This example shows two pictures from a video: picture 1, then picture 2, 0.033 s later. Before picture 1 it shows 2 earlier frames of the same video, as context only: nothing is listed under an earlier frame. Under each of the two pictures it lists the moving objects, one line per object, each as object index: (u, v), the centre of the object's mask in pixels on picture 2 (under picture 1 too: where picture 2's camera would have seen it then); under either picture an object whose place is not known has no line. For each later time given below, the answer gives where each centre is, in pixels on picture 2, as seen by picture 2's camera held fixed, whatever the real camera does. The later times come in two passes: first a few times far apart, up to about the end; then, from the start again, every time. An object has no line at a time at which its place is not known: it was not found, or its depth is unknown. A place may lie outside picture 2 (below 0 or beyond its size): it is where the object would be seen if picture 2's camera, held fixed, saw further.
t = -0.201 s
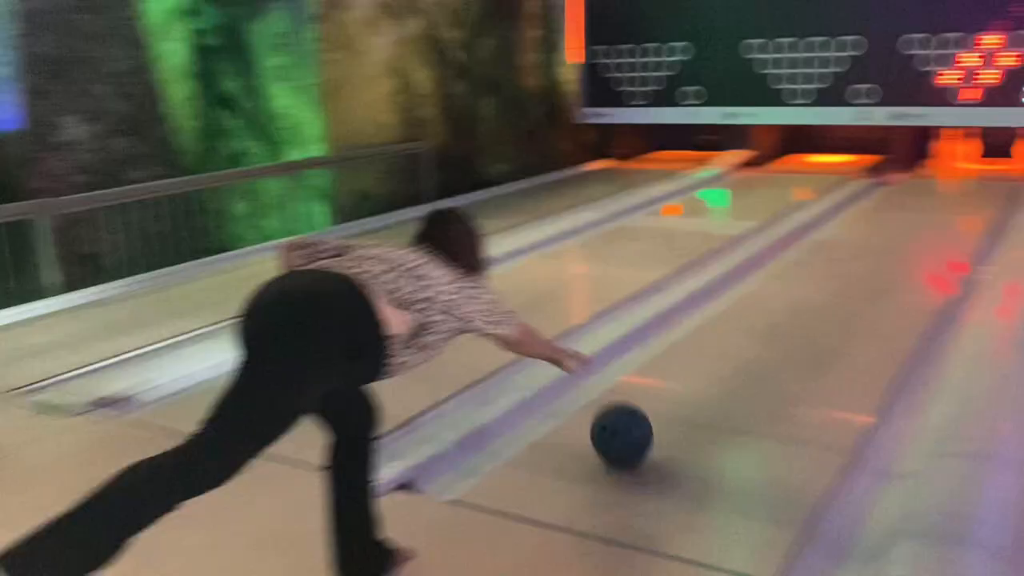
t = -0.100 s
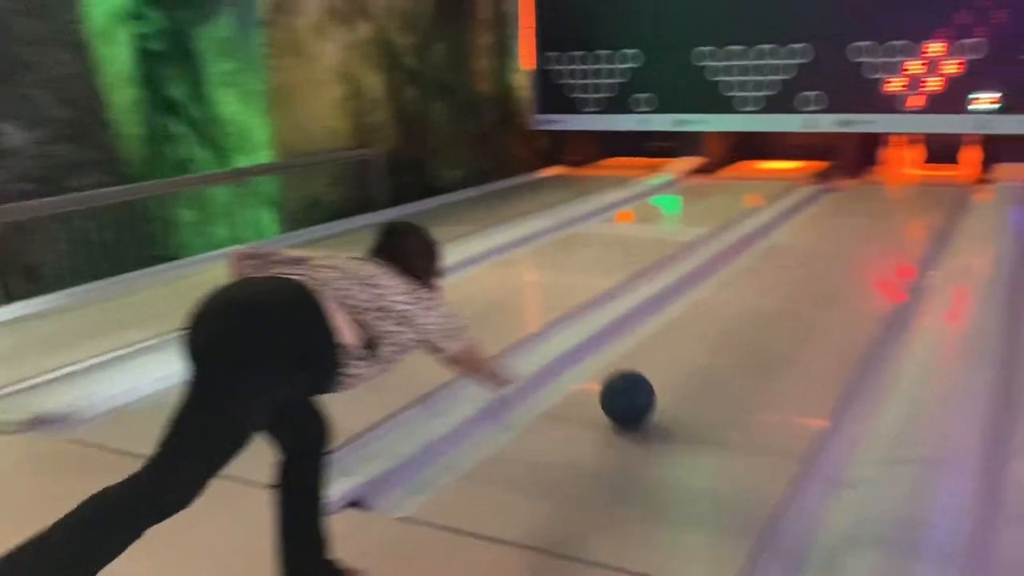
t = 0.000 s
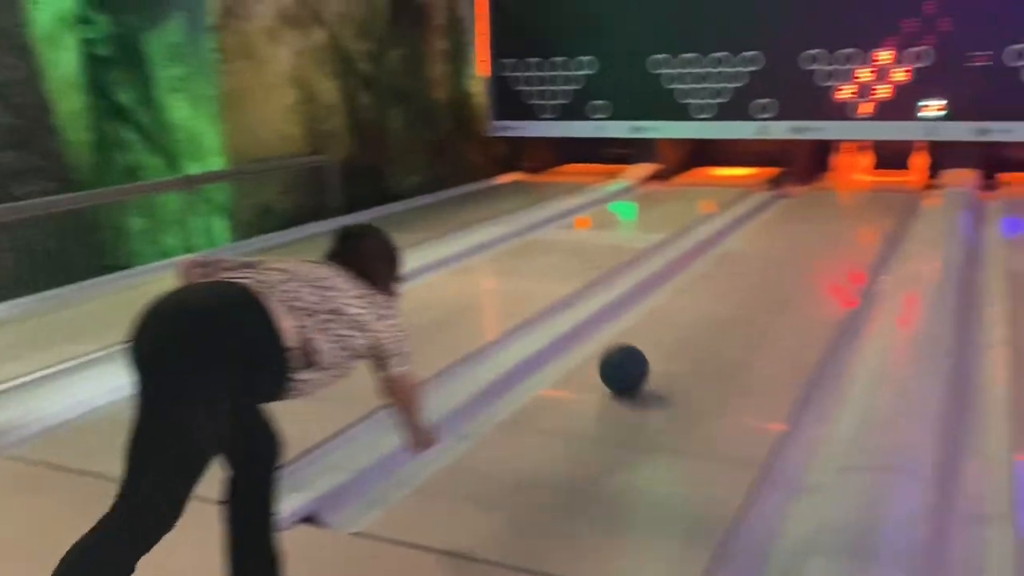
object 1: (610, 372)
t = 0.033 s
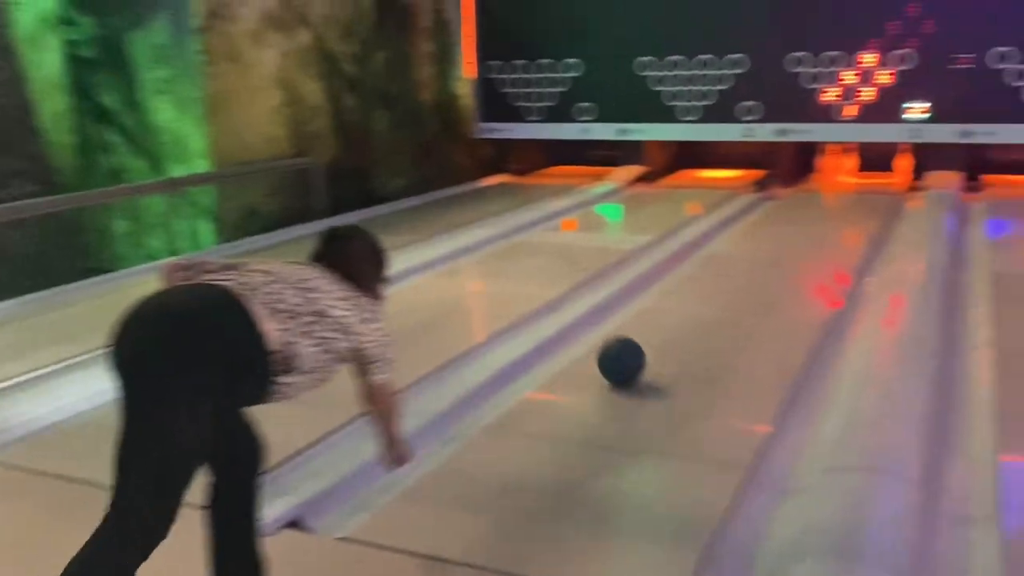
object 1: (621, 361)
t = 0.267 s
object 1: (676, 306)
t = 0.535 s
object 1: (713, 269)
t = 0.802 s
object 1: (736, 244)
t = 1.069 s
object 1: (754, 224)
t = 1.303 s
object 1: (767, 211)
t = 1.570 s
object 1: (779, 197)
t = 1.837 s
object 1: (788, 186)
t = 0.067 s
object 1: (631, 352)
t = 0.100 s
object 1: (640, 342)
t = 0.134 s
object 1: (648, 334)
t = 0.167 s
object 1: (656, 326)
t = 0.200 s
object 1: (663, 319)
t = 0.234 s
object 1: (670, 313)
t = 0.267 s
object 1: (676, 306)
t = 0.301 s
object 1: (682, 300)
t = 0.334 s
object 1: (687, 295)
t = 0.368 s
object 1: (692, 290)
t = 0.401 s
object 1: (697, 285)
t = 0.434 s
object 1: (701, 281)
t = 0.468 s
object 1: (705, 276)
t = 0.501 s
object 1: (710, 272)
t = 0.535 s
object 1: (713, 269)
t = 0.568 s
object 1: (716, 265)
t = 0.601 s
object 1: (719, 262)
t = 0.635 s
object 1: (722, 259)
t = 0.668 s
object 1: (725, 255)
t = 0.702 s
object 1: (728, 252)
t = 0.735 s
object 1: (731, 249)
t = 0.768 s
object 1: (733, 247)
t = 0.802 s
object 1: (736, 244)
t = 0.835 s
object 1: (738, 241)
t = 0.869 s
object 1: (741, 239)
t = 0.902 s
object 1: (743, 236)
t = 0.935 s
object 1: (746, 234)
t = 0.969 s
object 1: (748, 231)
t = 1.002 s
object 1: (750, 229)
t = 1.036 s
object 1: (752, 226)
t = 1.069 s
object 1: (754, 224)
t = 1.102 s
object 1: (756, 222)
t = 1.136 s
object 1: (758, 220)
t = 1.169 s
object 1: (760, 218)
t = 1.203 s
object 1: (761, 216)
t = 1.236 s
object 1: (763, 214)
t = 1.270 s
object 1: (765, 212)
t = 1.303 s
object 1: (767, 211)
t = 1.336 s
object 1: (769, 209)
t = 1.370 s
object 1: (770, 207)
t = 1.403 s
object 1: (772, 206)
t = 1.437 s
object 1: (774, 204)
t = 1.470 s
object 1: (775, 202)
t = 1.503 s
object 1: (776, 200)
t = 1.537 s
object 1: (778, 198)
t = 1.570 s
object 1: (779, 197)
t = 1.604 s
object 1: (780, 196)
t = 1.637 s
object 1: (781, 194)
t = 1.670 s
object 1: (783, 193)
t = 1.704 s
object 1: (784, 191)
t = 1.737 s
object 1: (785, 190)
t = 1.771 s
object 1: (787, 188)
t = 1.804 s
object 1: (787, 188)
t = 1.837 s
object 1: (788, 186)
